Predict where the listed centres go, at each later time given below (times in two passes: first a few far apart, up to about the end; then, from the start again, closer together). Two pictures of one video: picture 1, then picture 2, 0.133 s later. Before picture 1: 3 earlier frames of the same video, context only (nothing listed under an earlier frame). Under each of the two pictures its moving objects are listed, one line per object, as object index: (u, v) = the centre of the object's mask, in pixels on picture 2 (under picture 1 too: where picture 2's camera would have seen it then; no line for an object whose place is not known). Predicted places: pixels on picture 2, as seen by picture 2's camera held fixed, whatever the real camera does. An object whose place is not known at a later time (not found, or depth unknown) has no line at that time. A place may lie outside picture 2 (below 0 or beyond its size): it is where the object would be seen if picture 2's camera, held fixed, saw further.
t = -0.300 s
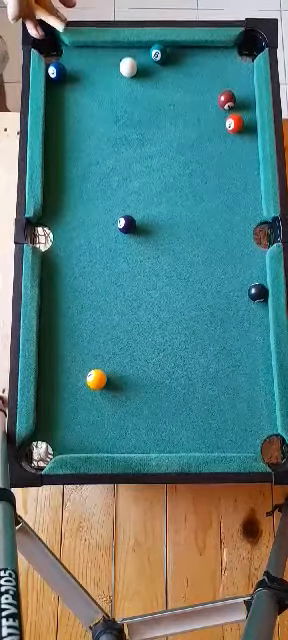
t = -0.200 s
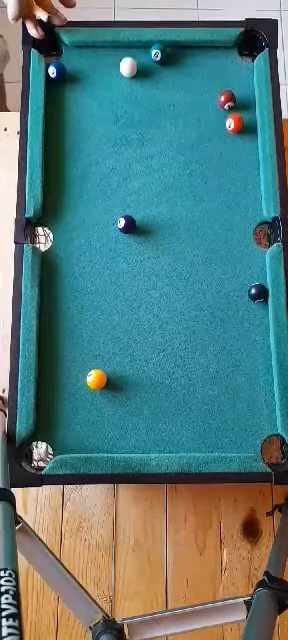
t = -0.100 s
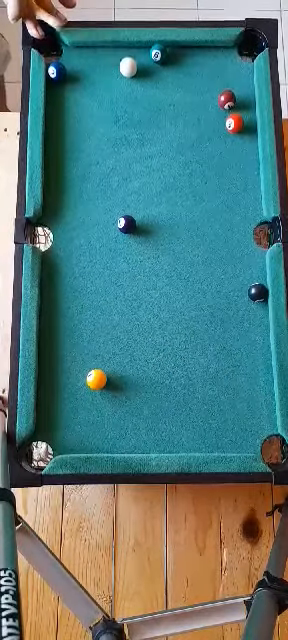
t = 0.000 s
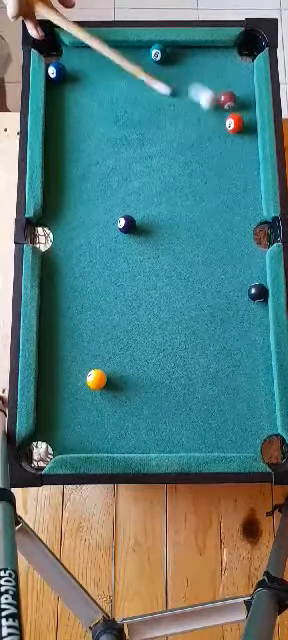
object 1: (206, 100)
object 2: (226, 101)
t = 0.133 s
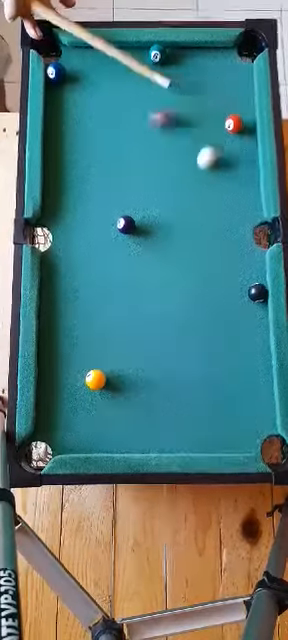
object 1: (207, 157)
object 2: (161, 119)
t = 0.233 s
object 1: (203, 195)
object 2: (96, 129)
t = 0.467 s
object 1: (198, 281)
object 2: (99, 144)
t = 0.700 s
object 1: (198, 361)
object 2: (153, 155)
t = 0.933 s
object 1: (201, 435)
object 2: (198, 165)
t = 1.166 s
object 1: (198, 419)
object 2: (236, 173)
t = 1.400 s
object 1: (198, 398)
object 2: (246, 179)
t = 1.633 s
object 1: (199, 382)
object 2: (244, 182)
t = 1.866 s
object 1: (199, 369)
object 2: (244, 182)
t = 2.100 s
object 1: (199, 361)
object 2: (244, 182)
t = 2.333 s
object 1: (200, 357)
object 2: (243, 182)
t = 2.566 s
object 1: (201, 357)
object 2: (243, 182)
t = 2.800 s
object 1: (201, 357)
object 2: (243, 182)
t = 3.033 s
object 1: (201, 357)
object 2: (243, 182)
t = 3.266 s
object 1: (201, 357)
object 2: (243, 182)
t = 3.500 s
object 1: (201, 357)
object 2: (243, 182)
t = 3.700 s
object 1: (201, 357)
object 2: (243, 182)
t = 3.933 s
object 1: (200, 357)
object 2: (243, 182)
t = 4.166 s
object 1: (200, 357)
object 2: (243, 182)
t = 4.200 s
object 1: (200, 357)
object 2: (243, 182)
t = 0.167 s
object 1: (206, 170)
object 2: (140, 121)
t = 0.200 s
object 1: (204, 182)
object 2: (119, 123)
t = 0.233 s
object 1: (203, 195)
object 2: (96, 129)
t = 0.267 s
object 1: (202, 207)
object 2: (76, 132)
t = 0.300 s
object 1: (201, 220)
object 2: (54, 135)
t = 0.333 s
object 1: (201, 233)
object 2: (58, 136)
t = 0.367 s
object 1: (200, 244)
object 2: (71, 137)
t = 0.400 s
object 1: (199, 256)
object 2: (81, 140)
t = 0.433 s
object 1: (199, 268)
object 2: (90, 143)
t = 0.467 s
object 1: (198, 281)
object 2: (99, 144)
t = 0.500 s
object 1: (198, 293)
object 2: (108, 146)
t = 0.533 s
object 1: (198, 304)
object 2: (117, 148)
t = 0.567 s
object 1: (197, 316)
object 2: (123, 150)
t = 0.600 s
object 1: (197, 328)
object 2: (131, 151)
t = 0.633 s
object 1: (198, 339)
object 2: (138, 153)
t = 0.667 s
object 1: (198, 351)
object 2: (146, 155)
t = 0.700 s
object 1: (198, 361)
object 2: (153, 155)
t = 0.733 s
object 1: (198, 373)
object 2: (161, 157)
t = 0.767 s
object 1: (199, 384)
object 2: (167, 160)
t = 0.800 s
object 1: (199, 394)
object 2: (174, 161)
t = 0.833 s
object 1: (199, 405)
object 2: (181, 161)
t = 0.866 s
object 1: (200, 415)
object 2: (187, 162)
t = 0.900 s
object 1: (200, 425)
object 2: (193, 163)
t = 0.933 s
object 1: (201, 435)
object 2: (198, 165)
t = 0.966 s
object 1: (202, 443)
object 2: (203, 166)
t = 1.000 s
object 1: (201, 438)
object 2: (209, 167)
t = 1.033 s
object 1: (200, 434)
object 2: (216, 168)
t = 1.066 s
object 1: (199, 430)
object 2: (221, 170)
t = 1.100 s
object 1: (199, 426)
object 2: (227, 171)
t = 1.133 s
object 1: (198, 423)
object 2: (232, 172)
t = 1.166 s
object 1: (198, 419)
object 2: (236, 173)
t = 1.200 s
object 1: (198, 416)
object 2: (241, 173)
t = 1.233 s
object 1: (198, 413)
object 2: (246, 175)
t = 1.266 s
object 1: (198, 410)
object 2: (251, 176)
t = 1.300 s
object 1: (198, 407)
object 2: (251, 176)
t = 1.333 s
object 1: (198, 404)
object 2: (250, 178)
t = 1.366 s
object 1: (198, 401)
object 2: (247, 179)
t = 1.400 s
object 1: (198, 398)
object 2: (246, 179)
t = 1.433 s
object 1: (199, 396)
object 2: (245, 179)
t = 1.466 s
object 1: (199, 393)
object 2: (244, 180)
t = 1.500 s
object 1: (199, 391)
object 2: (243, 180)
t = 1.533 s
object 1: (199, 388)
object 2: (243, 180)
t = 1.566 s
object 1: (199, 386)
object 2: (244, 181)
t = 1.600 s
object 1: (199, 384)
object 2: (244, 182)
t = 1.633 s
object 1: (199, 382)
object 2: (244, 182)
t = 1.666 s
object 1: (199, 380)
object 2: (244, 182)
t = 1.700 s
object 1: (199, 378)
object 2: (244, 182)
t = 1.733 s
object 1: (199, 376)
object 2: (244, 182)
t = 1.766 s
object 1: (199, 374)
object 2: (244, 182)
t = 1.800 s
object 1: (199, 372)
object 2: (244, 182)
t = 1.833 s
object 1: (199, 371)
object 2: (244, 182)
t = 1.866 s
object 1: (199, 369)
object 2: (244, 182)
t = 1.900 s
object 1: (199, 368)
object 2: (244, 182)
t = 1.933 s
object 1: (199, 367)
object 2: (244, 182)
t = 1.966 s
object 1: (199, 365)
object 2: (244, 182)
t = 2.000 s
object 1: (199, 364)
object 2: (244, 182)
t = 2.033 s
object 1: (199, 363)
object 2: (244, 182)
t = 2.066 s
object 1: (199, 362)
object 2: (244, 182)
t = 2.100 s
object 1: (199, 361)
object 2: (244, 182)
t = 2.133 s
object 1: (199, 361)
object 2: (244, 182)
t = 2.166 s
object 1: (199, 360)
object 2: (244, 182)
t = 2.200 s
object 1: (199, 359)
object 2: (243, 182)
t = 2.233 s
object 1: (199, 358)
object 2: (243, 182)
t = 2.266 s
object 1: (200, 358)
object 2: (243, 182)
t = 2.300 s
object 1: (200, 357)
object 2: (243, 182)
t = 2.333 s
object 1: (200, 357)
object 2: (243, 182)
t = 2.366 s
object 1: (201, 357)
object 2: (243, 182)
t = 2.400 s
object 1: (201, 357)
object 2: (243, 182)
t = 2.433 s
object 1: (201, 357)
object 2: (243, 182)
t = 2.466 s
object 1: (201, 357)
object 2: (243, 182)
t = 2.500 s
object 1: (201, 357)
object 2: (243, 182)
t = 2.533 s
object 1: (201, 357)
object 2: (243, 182)
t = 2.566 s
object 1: (201, 357)
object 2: (243, 182)
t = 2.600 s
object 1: (201, 357)
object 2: (243, 182)
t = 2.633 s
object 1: (201, 357)
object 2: (243, 182)
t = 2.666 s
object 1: (201, 357)
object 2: (243, 182)
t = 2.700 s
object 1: (201, 357)
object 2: (243, 182)
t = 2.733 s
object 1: (201, 357)
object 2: (243, 182)
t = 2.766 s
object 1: (201, 357)
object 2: (243, 182)
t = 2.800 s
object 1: (201, 357)
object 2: (243, 182)
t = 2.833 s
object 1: (201, 357)
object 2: (243, 182)
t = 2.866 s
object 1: (201, 357)
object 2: (243, 182)
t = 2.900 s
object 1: (201, 357)
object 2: (243, 182)
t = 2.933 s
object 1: (201, 357)
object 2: (243, 182)
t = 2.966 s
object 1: (201, 357)
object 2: (243, 182)
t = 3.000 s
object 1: (201, 357)
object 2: (243, 182)
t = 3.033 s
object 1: (201, 357)
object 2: (243, 182)
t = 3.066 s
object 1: (201, 357)
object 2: (243, 182)
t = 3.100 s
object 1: (201, 357)
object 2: (243, 182)
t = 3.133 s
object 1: (201, 357)
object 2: (243, 182)
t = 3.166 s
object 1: (201, 357)
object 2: (243, 182)
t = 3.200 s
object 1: (201, 357)
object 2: (243, 182)
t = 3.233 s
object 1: (201, 357)
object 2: (243, 182)
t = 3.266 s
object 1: (201, 357)
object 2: (243, 182)
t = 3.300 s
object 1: (201, 357)
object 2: (243, 182)
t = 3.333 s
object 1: (201, 357)
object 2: (243, 182)
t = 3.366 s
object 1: (201, 357)
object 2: (243, 182)
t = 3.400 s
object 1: (201, 357)
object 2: (243, 182)
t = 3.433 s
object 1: (201, 357)
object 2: (243, 182)
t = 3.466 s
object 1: (201, 357)
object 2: (243, 182)
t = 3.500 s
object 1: (201, 357)
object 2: (243, 182)
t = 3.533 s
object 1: (201, 357)
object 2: (243, 182)
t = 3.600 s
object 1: (201, 357)
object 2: (243, 182)
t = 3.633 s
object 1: (201, 357)
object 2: (243, 182)
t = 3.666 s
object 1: (201, 357)
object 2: (243, 182)
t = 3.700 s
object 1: (201, 357)
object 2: (243, 182)
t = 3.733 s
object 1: (201, 357)
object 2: (243, 182)
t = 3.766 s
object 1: (201, 357)
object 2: (243, 182)
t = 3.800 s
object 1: (201, 357)
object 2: (243, 182)
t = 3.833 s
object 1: (201, 357)
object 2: (243, 182)
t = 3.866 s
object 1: (200, 357)
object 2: (243, 182)
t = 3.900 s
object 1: (200, 357)
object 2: (243, 182)
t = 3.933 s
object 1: (200, 357)
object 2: (243, 182)
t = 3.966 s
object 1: (200, 357)
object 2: (243, 182)
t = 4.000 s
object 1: (200, 357)
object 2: (243, 182)
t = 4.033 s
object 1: (200, 357)
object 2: (243, 182)
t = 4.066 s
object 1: (200, 357)
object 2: (243, 182)
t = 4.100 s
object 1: (200, 357)
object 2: (243, 182)
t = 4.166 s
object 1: (200, 357)
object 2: (243, 182)
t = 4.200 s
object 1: (200, 357)
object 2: (243, 182)
